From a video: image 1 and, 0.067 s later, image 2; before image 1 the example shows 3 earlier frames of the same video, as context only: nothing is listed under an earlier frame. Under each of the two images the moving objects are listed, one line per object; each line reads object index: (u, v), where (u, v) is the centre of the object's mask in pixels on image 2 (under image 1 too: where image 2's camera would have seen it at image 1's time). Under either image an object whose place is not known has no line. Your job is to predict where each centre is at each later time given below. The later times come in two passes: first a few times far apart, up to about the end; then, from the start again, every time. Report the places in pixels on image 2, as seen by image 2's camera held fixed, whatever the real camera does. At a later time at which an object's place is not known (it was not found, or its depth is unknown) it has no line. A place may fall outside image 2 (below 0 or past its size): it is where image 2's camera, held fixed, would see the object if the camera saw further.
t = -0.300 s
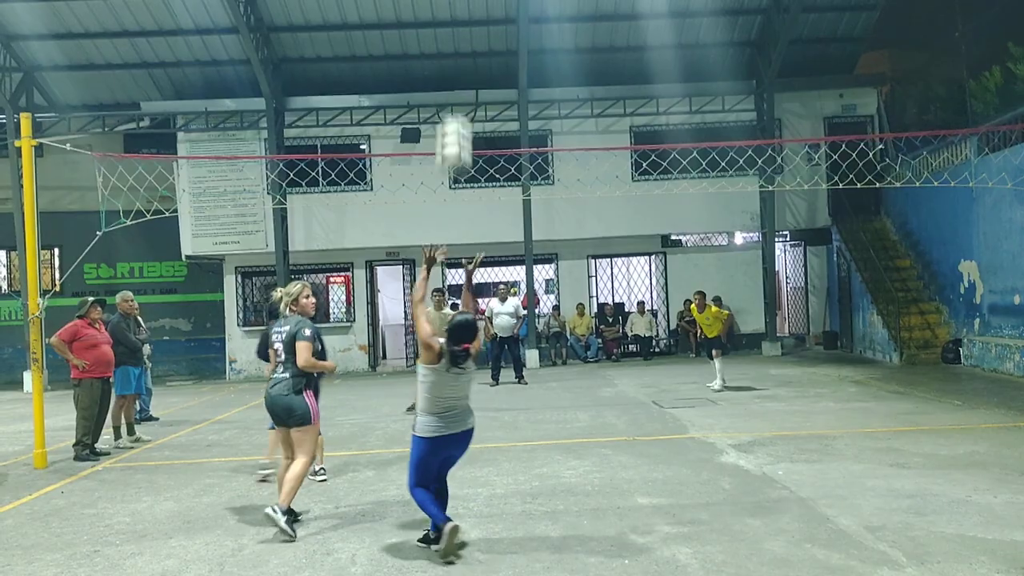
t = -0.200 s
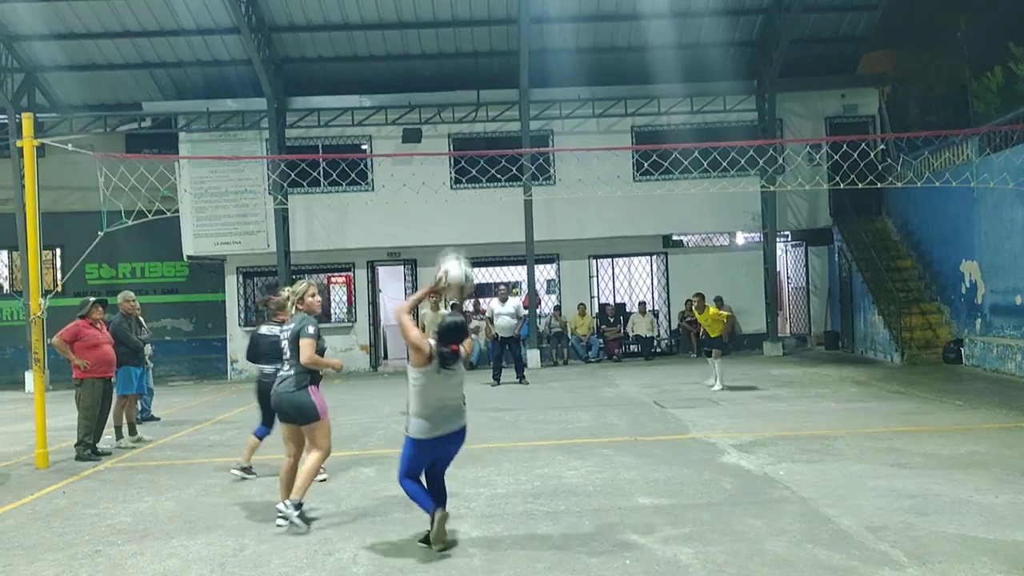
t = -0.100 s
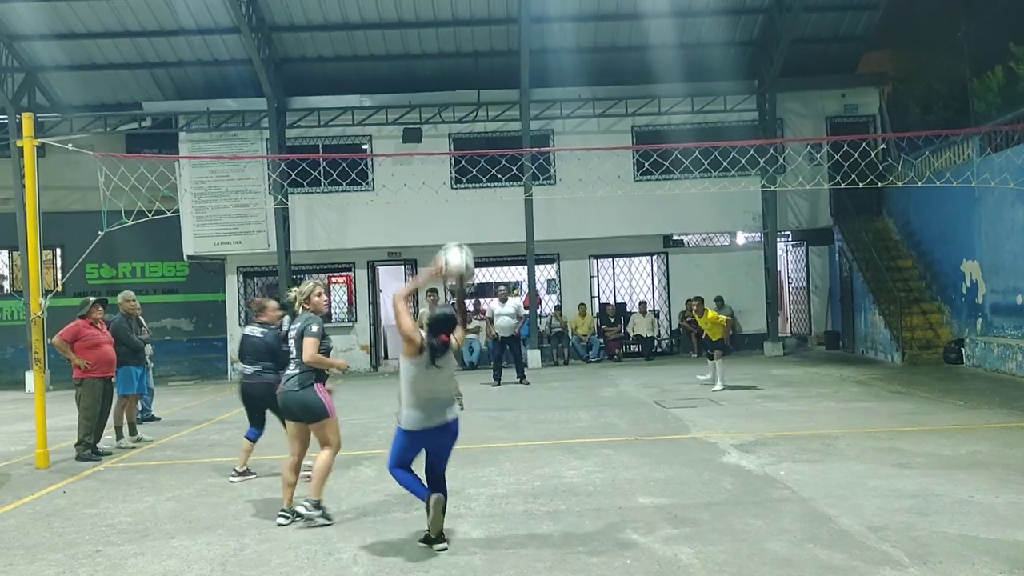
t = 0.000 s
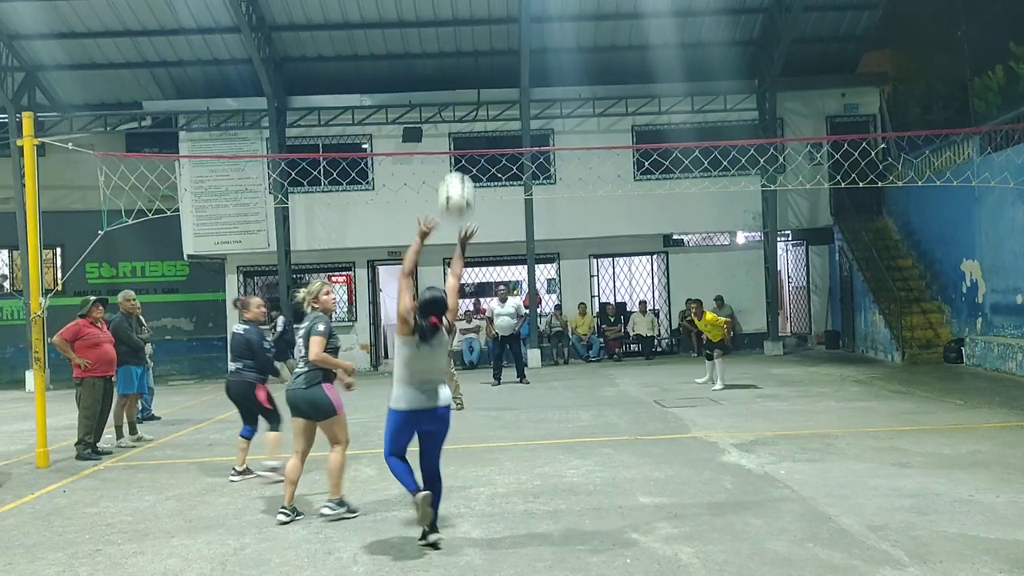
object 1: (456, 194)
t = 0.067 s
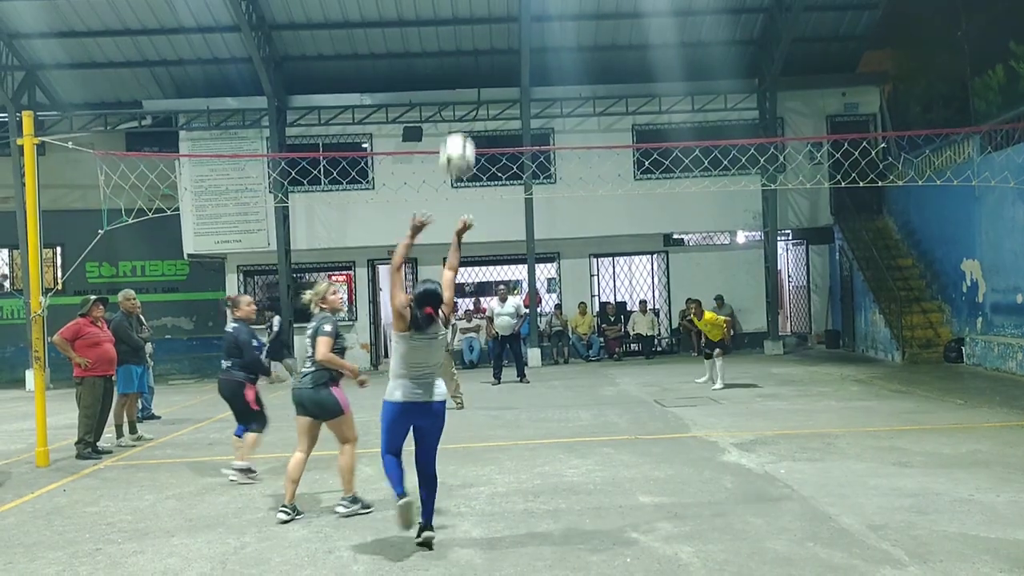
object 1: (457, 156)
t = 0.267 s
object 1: (460, 83)
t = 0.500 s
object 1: (466, 81)
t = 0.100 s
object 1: (458, 138)
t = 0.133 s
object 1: (458, 124)
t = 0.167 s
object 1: (459, 110)
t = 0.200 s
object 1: (459, 100)
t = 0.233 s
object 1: (460, 91)
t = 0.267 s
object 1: (460, 83)
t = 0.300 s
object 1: (461, 78)
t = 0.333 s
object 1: (462, 74)
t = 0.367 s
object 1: (462, 73)
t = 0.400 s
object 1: (463, 73)
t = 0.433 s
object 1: (464, 74)
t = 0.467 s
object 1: (465, 77)
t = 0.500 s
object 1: (466, 81)
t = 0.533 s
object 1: (467, 87)
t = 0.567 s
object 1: (468, 95)
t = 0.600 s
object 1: (469, 103)
